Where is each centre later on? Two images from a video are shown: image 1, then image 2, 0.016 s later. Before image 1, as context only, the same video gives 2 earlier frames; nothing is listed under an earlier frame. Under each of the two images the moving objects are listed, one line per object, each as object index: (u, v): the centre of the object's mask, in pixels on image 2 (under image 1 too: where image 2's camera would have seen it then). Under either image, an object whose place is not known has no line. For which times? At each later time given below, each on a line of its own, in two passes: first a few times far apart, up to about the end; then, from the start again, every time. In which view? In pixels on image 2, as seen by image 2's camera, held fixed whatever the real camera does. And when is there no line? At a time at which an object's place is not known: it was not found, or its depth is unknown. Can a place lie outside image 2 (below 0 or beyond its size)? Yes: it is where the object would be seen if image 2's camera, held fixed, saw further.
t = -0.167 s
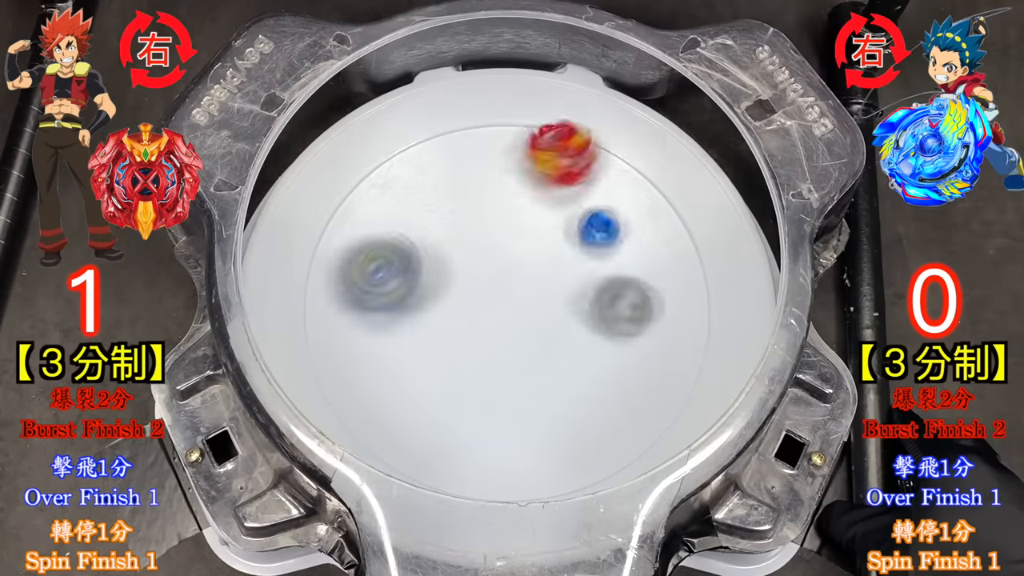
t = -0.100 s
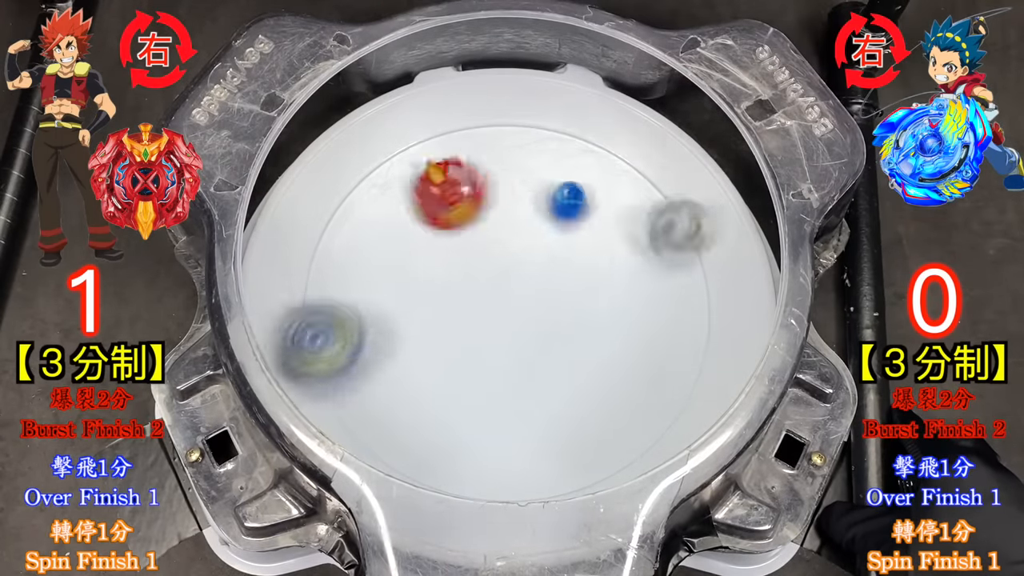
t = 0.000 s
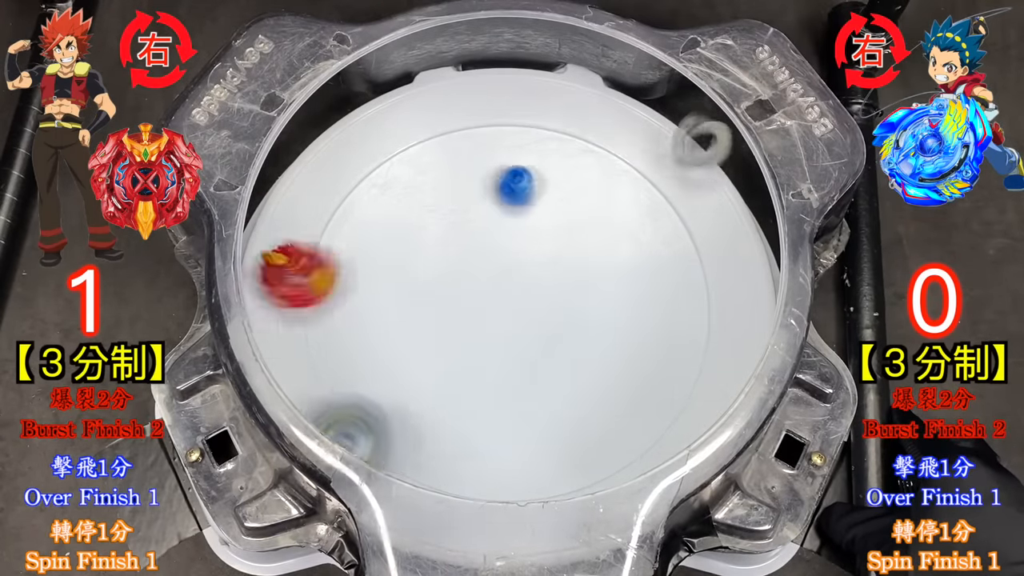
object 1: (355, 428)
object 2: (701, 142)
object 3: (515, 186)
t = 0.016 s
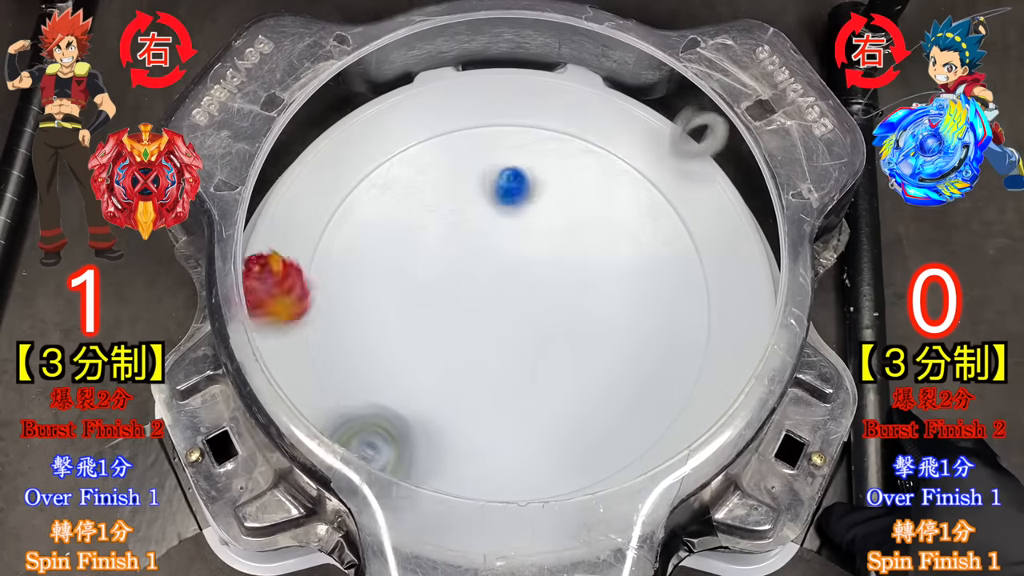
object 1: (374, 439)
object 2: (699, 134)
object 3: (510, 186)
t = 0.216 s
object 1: (665, 431)
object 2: (587, 164)
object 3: (452, 231)
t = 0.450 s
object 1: (553, 88)
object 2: (490, 276)
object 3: (291, 372)
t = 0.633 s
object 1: (280, 194)
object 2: (522, 324)
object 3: (575, 396)
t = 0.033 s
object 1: (398, 451)
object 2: (695, 128)
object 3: (502, 186)
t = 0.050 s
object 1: (419, 461)
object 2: (691, 124)
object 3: (497, 189)
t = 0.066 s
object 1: (441, 484)
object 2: (684, 123)
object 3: (491, 190)
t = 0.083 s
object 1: (466, 494)
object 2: (675, 122)
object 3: (485, 195)
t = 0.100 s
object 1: (498, 499)
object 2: (665, 126)
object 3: (481, 197)
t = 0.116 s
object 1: (526, 483)
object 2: (655, 131)
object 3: (476, 202)
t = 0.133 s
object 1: (554, 482)
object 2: (644, 134)
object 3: (474, 205)
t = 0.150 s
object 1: (575, 479)
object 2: (634, 134)
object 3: (466, 210)
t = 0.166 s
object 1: (604, 472)
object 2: (623, 138)
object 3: (464, 217)
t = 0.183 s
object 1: (627, 462)
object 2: (610, 145)
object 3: (458, 220)
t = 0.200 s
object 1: (647, 449)
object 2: (599, 153)
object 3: (455, 227)
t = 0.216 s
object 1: (665, 431)
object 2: (587, 164)
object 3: (452, 231)
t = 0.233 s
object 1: (680, 411)
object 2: (575, 174)
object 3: (450, 240)
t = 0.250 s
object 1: (693, 388)
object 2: (563, 182)
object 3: (449, 243)
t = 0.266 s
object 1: (702, 364)
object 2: (551, 193)
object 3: (444, 252)
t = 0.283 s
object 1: (705, 333)
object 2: (541, 203)
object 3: (446, 257)
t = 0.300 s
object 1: (707, 304)
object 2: (528, 214)
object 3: (442, 264)
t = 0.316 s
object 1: (703, 274)
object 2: (515, 225)
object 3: (445, 270)
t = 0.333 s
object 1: (697, 246)
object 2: (503, 233)
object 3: (444, 276)
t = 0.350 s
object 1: (685, 216)
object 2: (489, 245)
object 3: (448, 282)
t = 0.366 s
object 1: (668, 188)
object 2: (480, 254)
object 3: (437, 292)
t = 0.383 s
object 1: (649, 163)
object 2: (482, 260)
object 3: (392, 312)
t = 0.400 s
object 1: (629, 139)
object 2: (484, 263)
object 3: (341, 336)
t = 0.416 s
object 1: (603, 117)
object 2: (485, 267)
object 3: (294, 357)
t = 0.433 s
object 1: (582, 98)
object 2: (489, 271)
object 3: (274, 365)
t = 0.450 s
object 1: (553, 88)
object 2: (490, 276)
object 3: (291, 372)
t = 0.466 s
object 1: (523, 89)
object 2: (494, 281)
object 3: (317, 376)
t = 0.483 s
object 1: (492, 89)
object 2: (494, 285)
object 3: (344, 380)
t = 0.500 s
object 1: (461, 92)
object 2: (497, 290)
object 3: (375, 385)
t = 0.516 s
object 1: (434, 99)
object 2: (500, 293)
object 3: (402, 393)
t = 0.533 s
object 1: (406, 107)
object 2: (503, 300)
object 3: (428, 402)
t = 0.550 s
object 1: (377, 116)
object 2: (507, 304)
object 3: (457, 412)
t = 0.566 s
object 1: (350, 126)
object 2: (508, 307)
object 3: (482, 422)
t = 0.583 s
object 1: (326, 139)
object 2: (513, 311)
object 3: (505, 414)
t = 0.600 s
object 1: (305, 155)
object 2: (516, 317)
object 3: (530, 406)
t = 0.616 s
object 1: (291, 173)
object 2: (520, 321)
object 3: (554, 401)
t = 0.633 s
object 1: (280, 194)
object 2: (522, 324)
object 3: (575, 396)
